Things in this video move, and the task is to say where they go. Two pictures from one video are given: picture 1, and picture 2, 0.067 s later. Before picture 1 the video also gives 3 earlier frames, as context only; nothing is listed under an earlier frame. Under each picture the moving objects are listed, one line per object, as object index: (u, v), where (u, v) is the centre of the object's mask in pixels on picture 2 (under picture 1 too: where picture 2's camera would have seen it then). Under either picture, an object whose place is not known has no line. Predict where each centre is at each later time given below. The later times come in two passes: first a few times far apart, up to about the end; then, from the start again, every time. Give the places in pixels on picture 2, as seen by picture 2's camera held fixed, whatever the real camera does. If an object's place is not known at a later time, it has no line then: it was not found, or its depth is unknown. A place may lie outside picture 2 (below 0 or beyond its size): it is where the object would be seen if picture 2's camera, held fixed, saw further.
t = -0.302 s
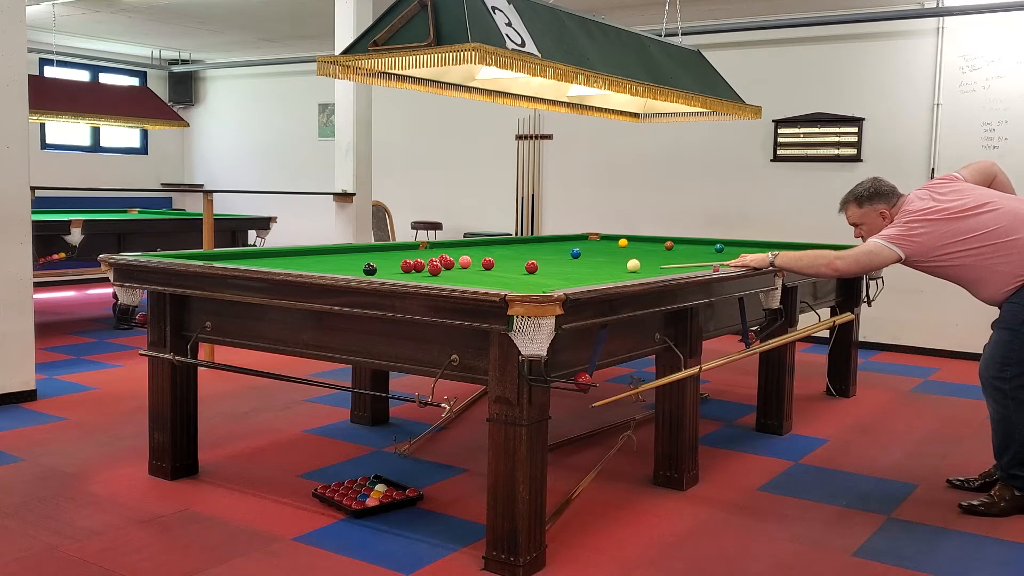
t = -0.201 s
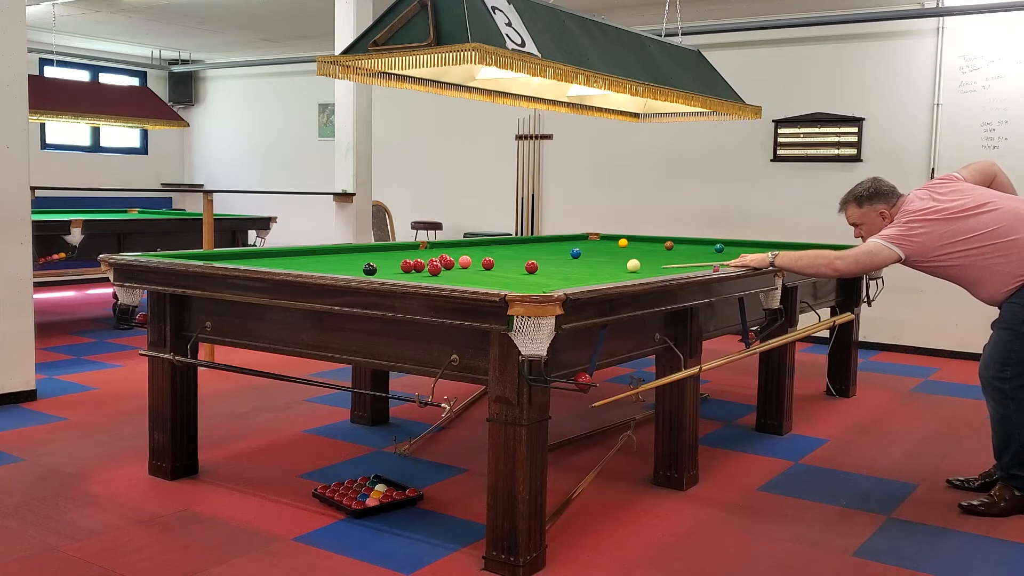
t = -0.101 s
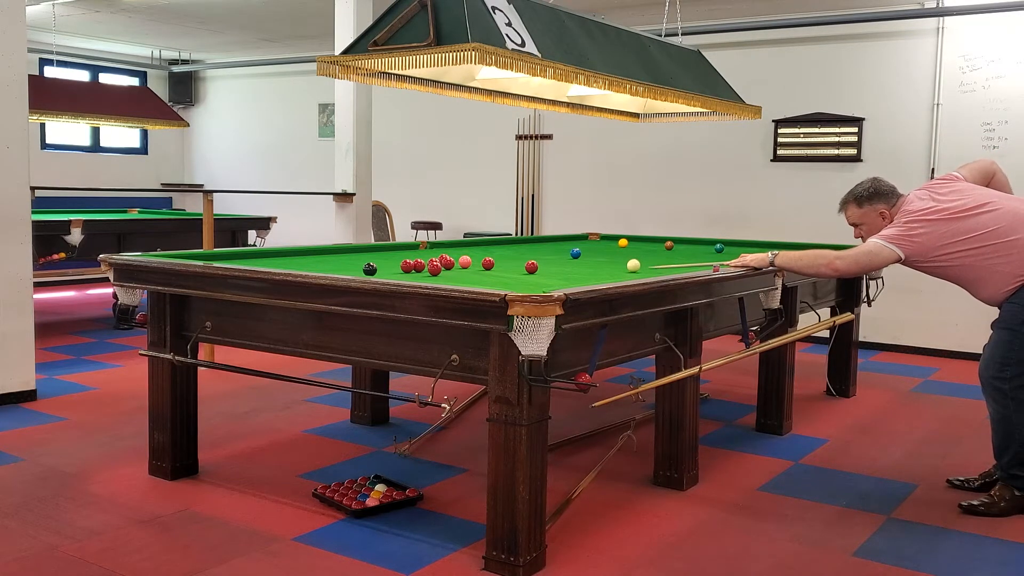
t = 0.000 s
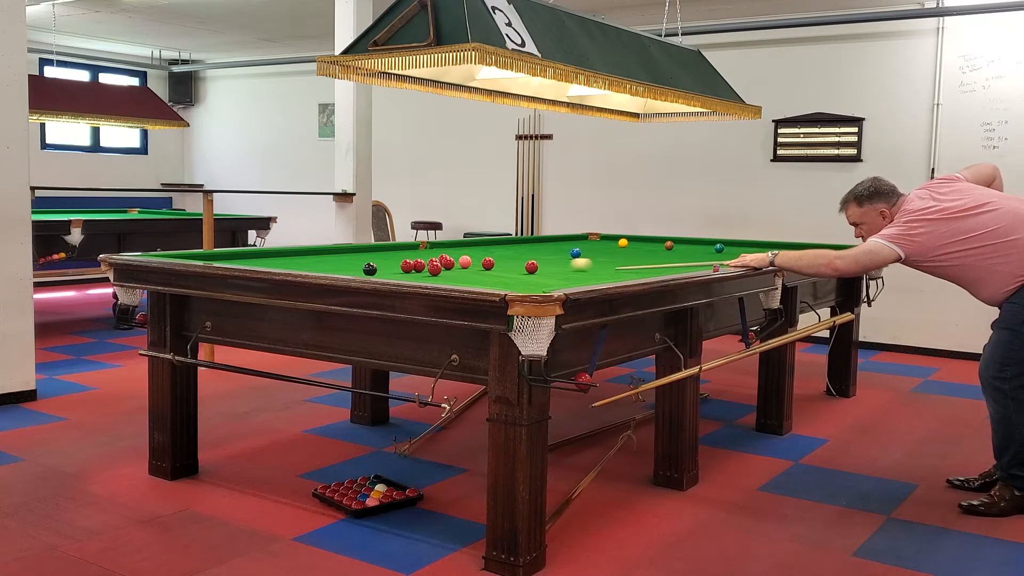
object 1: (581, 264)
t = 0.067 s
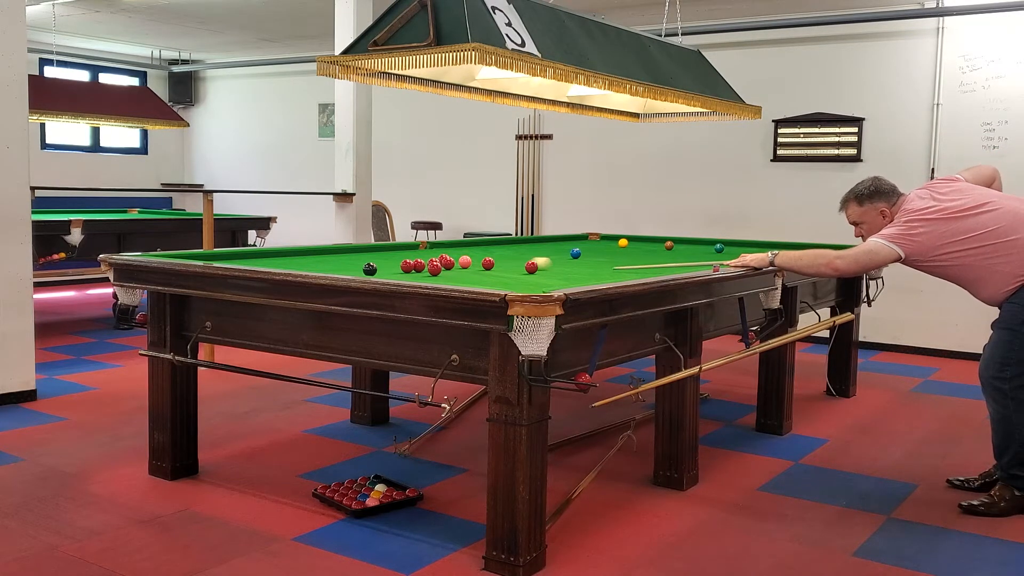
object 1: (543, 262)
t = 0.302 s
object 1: (476, 261)
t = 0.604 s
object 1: (475, 260)
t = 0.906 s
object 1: (474, 259)
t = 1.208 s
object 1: (473, 258)
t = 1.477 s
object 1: (472, 258)
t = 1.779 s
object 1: (471, 257)
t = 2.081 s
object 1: (470, 256)
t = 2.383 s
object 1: (470, 256)
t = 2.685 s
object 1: (469, 256)
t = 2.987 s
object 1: (469, 256)
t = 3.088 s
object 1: (469, 256)
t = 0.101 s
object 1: (520, 262)
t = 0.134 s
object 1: (503, 262)
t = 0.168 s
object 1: (482, 259)
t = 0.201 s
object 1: (476, 262)
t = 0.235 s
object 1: (476, 261)
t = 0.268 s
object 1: (476, 261)
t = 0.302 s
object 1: (476, 261)
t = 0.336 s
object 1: (476, 261)
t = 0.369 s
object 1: (476, 261)
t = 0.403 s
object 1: (476, 261)
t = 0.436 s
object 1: (476, 261)
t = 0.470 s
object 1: (475, 261)
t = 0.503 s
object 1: (475, 260)
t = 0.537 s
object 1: (475, 260)
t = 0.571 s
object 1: (475, 260)
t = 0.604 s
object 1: (475, 260)
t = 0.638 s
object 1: (475, 260)
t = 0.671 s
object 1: (475, 260)
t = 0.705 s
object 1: (475, 260)
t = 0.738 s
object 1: (475, 260)
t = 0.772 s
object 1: (475, 260)
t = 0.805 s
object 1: (475, 259)
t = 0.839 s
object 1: (475, 259)
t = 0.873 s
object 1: (475, 259)
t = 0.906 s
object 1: (474, 259)
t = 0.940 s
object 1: (474, 259)
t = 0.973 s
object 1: (474, 259)
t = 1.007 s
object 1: (474, 259)
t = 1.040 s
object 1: (474, 259)
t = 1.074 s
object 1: (474, 259)
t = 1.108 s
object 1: (474, 258)
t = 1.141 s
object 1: (474, 258)
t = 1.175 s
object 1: (474, 258)
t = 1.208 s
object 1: (473, 258)
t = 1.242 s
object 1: (473, 258)
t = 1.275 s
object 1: (473, 258)
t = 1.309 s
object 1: (473, 258)
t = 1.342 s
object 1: (473, 258)
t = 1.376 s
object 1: (473, 258)
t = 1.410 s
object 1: (473, 258)
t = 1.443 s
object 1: (472, 258)
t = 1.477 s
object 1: (472, 258)
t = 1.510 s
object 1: (472, 257)
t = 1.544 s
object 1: (472, 257)
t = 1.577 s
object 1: (472, 257)
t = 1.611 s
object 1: (472, 257)
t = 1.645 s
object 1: (472, 257)
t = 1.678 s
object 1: (472, 257)
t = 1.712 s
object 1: (471, 257)
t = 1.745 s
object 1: (471, 257)
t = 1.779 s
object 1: (471, 257)
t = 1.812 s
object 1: (471, 257)
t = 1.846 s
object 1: (471, 257)
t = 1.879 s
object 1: (471, 257)
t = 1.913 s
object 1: (471, 257)
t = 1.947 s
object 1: (471, 257)
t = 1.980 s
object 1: (471, 256)
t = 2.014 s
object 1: (471, 256)
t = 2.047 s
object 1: (470, 256)
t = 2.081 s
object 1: (470, 256)
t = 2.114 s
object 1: (470, 256)
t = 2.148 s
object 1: (470, 256)
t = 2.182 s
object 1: (470, 256)
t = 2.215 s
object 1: (470, 256)
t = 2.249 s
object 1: (470, 256)
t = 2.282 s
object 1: (470, 256)
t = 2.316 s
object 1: (470, 256)
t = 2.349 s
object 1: (470, 256)
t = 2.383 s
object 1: (470, 256)
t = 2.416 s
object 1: (469, 256)
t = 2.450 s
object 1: (469, 256)
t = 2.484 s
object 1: (469, 256)
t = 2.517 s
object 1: (469, 256)
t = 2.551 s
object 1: (469, 256)
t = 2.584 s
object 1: (469, 256)
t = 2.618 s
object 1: (469, 256)
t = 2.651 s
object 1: (469, 256)
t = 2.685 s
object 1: (469, 256)
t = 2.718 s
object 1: (469, 256)
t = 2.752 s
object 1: (469, 256)
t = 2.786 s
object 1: (469, 256)
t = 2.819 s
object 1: (469, 256)
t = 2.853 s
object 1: (469, 256)
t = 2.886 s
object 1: (469, 256)
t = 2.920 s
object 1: (469, 256)
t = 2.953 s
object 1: (469, 256)
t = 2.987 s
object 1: (469, 256)
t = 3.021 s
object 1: (469, 256)
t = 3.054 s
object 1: (469, 256)
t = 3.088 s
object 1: (469, 256)
